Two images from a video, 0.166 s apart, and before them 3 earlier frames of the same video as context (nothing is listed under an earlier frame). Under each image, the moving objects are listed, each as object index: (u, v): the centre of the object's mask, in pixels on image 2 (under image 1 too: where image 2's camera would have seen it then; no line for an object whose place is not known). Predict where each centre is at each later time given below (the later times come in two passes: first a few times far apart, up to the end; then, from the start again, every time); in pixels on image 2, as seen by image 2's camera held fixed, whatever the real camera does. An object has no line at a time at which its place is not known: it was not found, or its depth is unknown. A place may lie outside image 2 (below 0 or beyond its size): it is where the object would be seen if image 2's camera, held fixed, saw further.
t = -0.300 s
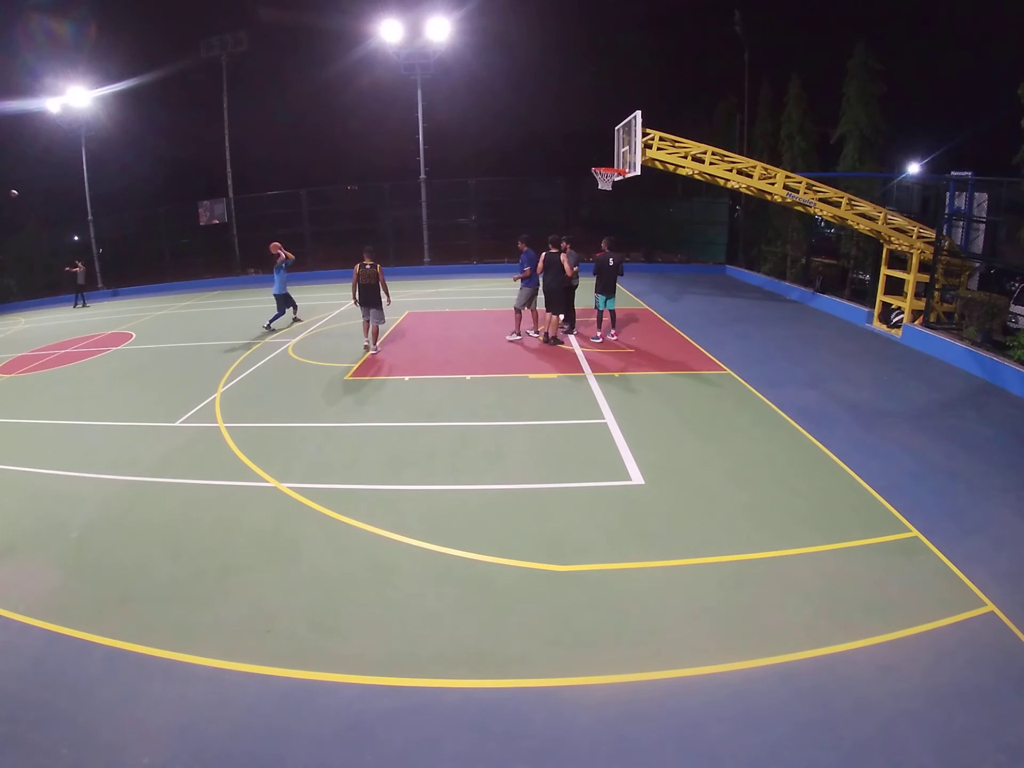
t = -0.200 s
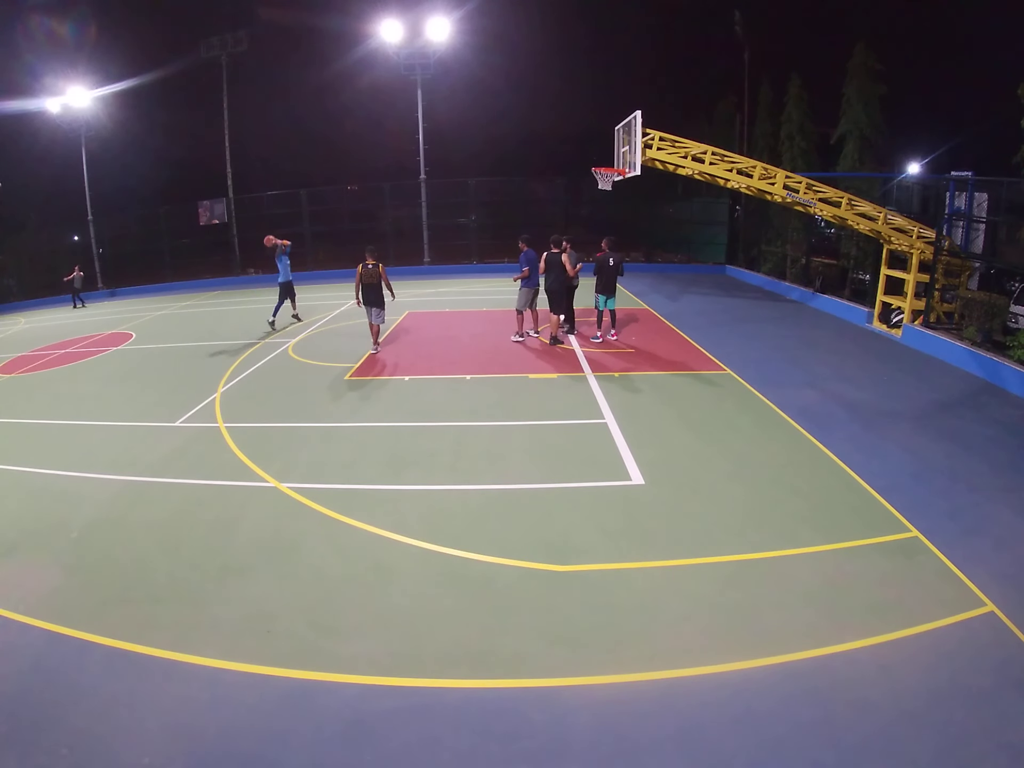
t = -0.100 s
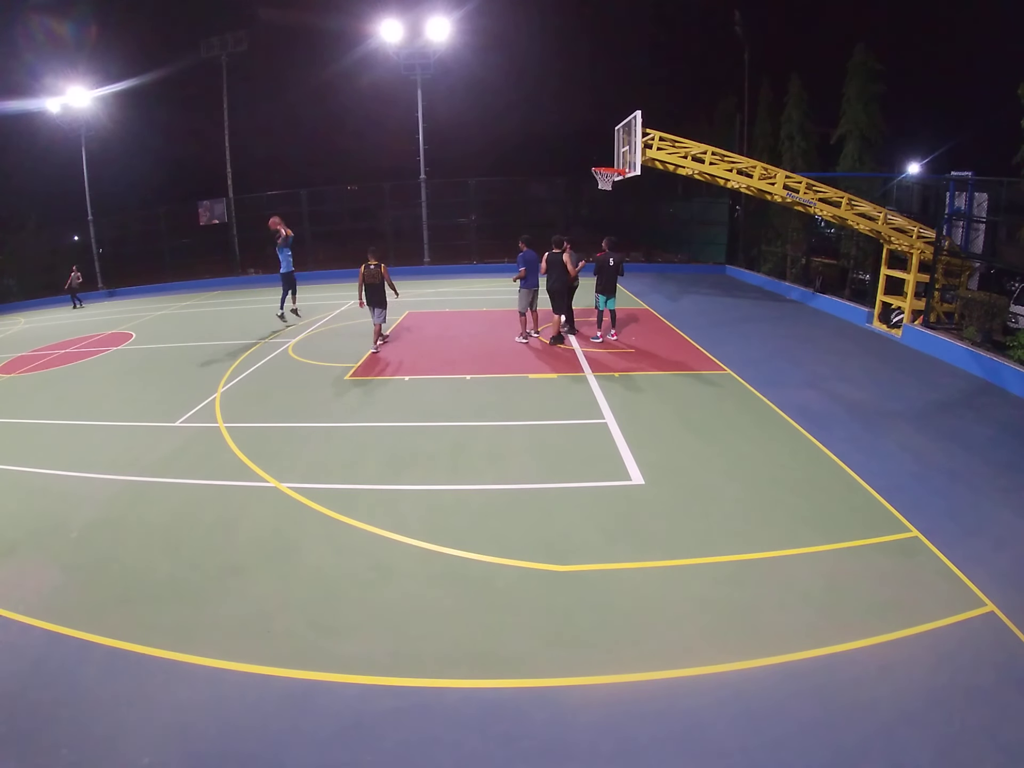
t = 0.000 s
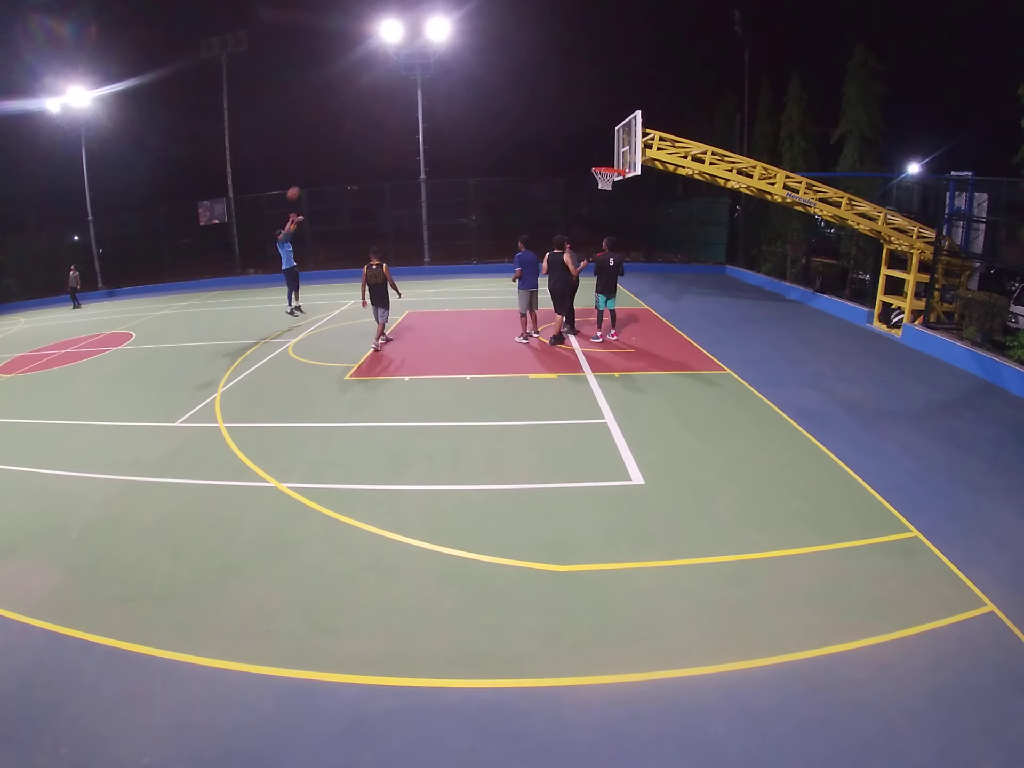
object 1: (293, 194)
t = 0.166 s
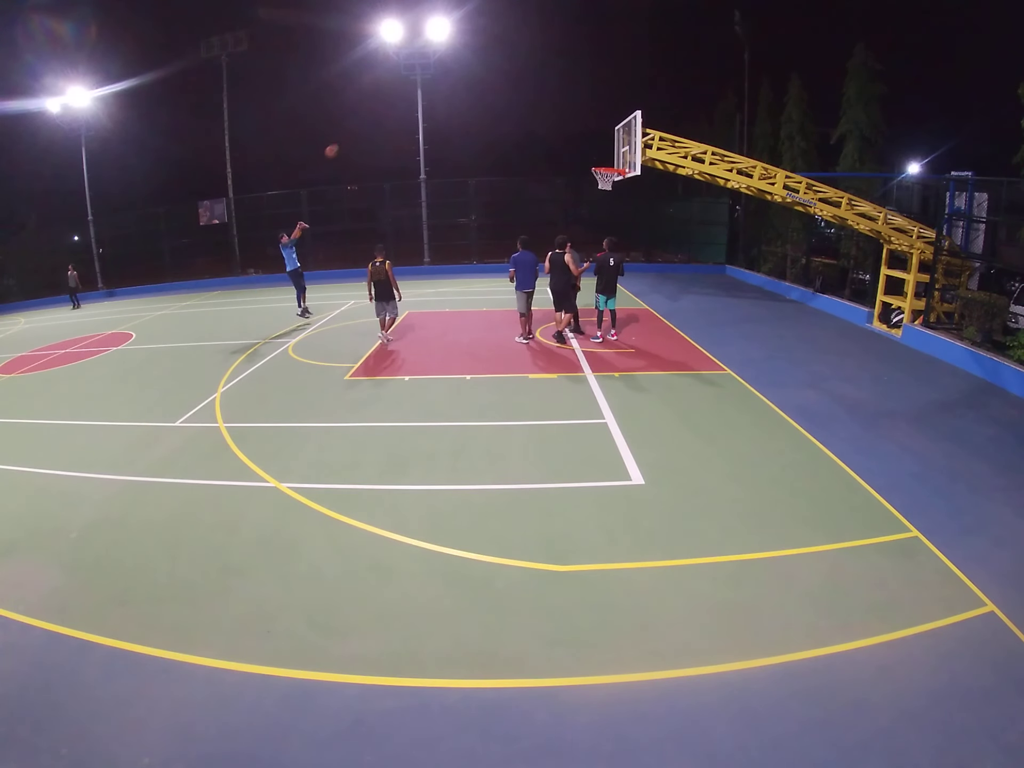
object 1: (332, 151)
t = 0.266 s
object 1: (357, 131)
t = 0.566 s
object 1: (439, 99)
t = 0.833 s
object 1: (519, 112)
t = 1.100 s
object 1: (600, 163)
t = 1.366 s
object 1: (602, 126)
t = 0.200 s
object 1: (340, 144)
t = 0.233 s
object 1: (348, 137)
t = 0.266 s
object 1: (357, 131)
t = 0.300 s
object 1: (365, 126)
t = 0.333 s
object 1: (375, 121)
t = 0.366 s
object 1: (383, 116)
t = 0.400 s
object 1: (392, 112)
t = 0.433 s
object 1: (401, 108)
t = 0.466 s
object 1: (411, 105)
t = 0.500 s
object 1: (420, 103)
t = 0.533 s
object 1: (430, 101)
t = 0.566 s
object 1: (439, 99)
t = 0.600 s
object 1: (449, 99)
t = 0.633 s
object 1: (458, 99)
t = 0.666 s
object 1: (468, 100)
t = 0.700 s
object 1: (479, 101)
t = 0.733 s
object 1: (489, 103)
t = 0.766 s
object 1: (499, 106)
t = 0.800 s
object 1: (509, 109)
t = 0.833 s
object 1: (519, 112)
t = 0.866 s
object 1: (529, 117)
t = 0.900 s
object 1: (539, 122)
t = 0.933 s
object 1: (550, 128)
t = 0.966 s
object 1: (560, 134)
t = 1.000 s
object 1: (571, 141)
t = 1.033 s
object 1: (581, 149)
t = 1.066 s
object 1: (591, 158)
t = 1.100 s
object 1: (600, 163)
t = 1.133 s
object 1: (604, 157)
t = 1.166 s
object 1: (608, 151)
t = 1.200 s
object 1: (612, 146)
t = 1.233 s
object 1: (615, 141)
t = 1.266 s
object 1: (612, 136)
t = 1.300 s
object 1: (609, 132)
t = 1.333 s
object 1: (605, 129)
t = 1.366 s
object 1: (602, 126)
